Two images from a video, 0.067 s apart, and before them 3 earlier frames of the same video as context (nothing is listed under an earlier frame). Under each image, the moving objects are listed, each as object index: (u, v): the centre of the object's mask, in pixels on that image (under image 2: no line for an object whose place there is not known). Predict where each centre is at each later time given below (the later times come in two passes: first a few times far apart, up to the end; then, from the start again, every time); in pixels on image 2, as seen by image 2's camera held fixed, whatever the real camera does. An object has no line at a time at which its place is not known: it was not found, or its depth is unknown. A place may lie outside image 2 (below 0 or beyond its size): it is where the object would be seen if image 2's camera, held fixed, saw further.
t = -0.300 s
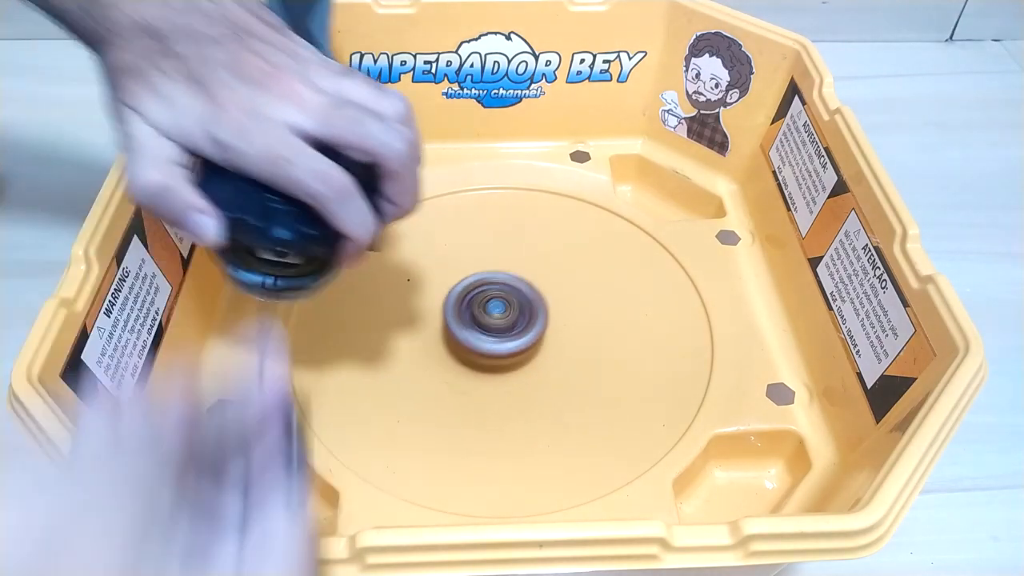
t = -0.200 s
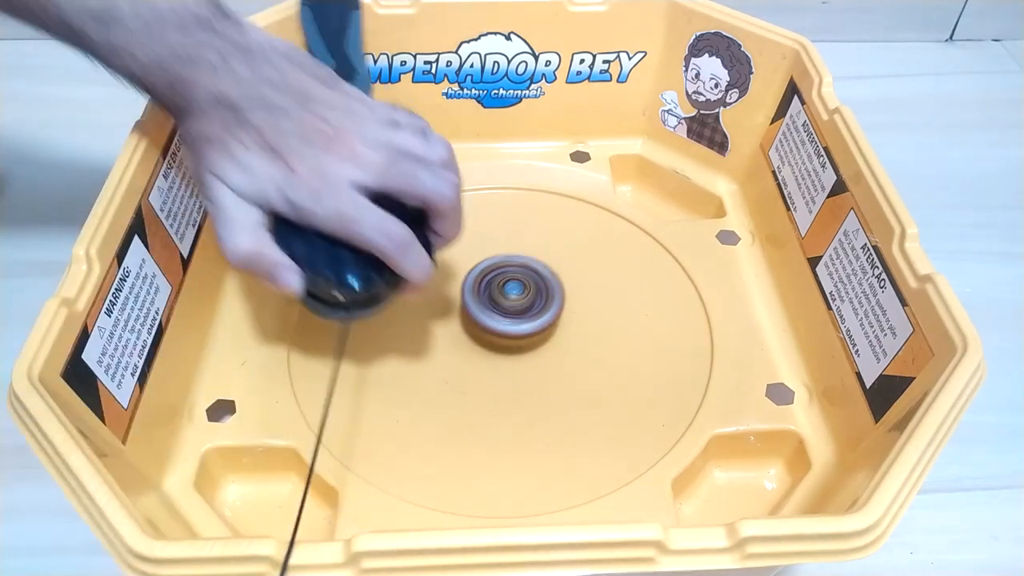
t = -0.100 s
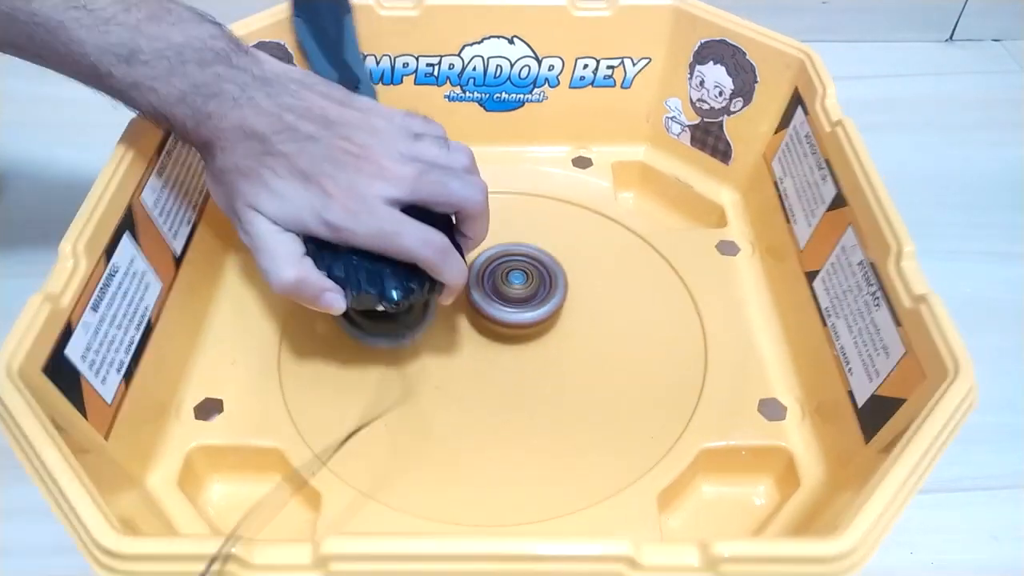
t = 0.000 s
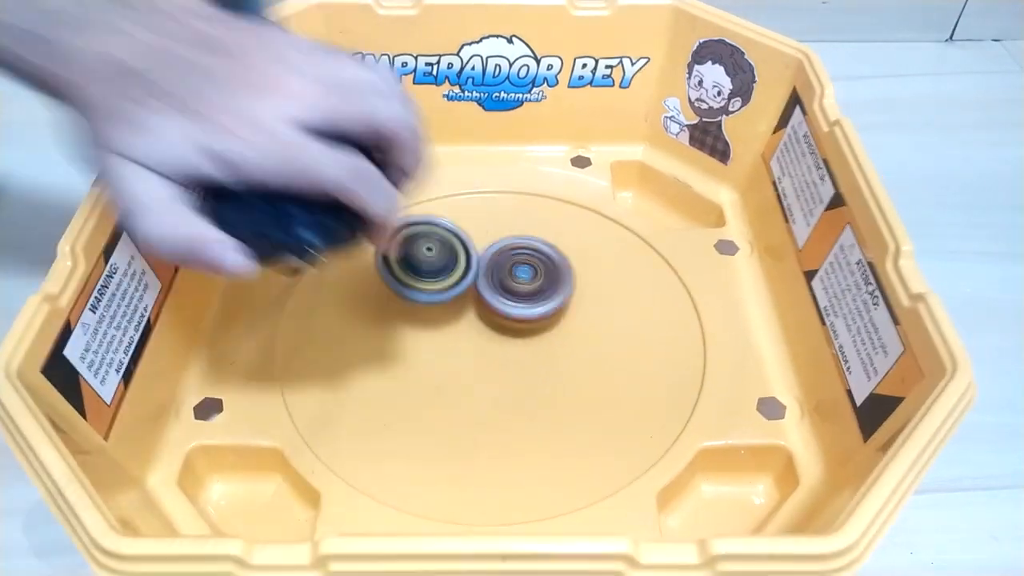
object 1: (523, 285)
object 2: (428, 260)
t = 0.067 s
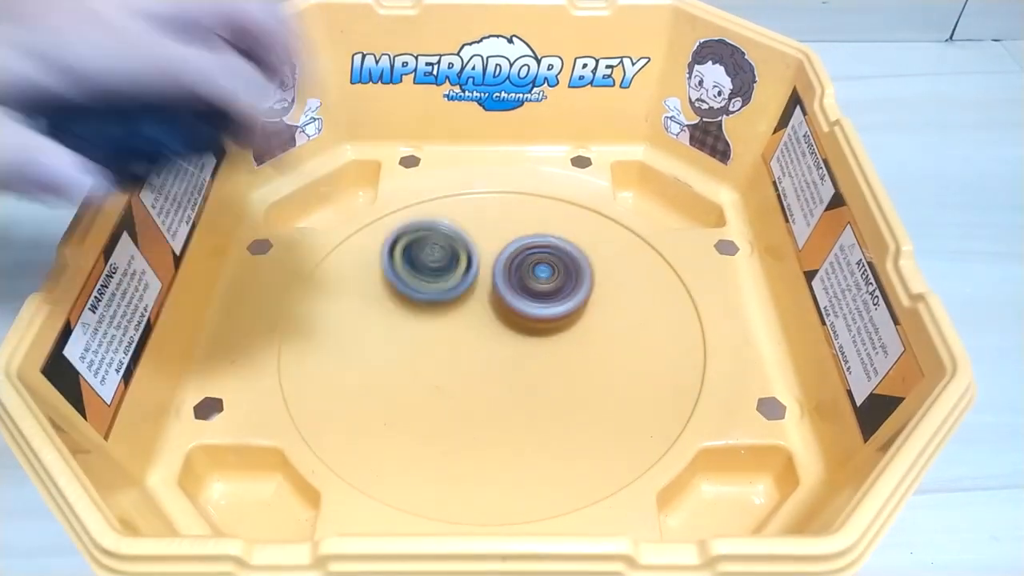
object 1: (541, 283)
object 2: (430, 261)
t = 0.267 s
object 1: (560, 276)
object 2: (462, 203)
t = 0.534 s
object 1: (551, 280)
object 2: (459, 201)
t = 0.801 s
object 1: (535, 310)
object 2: (487, 234)
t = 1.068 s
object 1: (561, 380)
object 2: (521, 214)
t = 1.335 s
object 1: (571, 410)
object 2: (547, 264)
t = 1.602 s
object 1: (536, 409)
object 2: (633, 270)
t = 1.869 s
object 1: (480, 393)
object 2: (558, 284)
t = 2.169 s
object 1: (369, 397)
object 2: (621, 357)
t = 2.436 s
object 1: (345, 381)
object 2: (596, 306)
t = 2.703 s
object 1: (350, 338)
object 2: (472, 388)
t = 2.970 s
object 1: (376, 296)
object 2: (578, 449)
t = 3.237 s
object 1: (427, 262)
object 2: (549, 324)
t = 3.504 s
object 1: (458, 223)
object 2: (392, 345)
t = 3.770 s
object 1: (491, 226)
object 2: (413, 449)
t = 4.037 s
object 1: (537, 255)
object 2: (540, 346)
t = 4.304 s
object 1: (555, 245)
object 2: (457, 293)
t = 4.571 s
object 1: (546, 290)
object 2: (354, 324)
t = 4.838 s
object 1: (574, 327)
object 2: (393, 391)
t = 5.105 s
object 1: (580, 329)
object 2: (367, 433)
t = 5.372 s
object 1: (560, 301)
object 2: (402, 410)
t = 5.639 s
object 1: (498, 242)
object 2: (383, 390)
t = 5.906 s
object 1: (446, 239)
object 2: (390, 310)
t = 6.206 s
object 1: (477, 215)
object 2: (353, 349)
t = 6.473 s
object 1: (490, 218)
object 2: (461, 316)
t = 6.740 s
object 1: (516, 206)
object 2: (501, 333)
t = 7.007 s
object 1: (514, 232)
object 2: (555, 327)
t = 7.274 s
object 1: (490, 283)
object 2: (557, 355)
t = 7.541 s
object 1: (453, 361)
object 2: (574, 376)
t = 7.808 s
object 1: (406, 389)
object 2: (577, 349)
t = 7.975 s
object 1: (405, 387)
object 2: (566, 309)
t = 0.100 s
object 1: (547, 281)
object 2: (437, 238)
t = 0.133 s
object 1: (552, 281)
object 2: (445, 229)
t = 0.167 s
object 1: (556, 280)
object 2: (453, 226)
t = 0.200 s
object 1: (559, 279)
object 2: (456, 213)
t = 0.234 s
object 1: (560, 277)
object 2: (460, 212)
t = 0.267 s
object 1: (560, 276)
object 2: (462, 203)
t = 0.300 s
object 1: (560, 275)
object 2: (464, 203)
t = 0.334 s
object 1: (559, 274)
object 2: (464, 196)
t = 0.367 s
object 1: (558, 275)
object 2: (464, 198)
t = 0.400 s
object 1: (556, 275)
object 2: (464, 195)
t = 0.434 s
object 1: (555, 276)
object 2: (463, 197)
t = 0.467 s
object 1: (553, 277)
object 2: (461, 198)
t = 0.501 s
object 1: (553, 279)
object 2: (460, 199)
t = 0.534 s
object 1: (551, 280)
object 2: (459, 201)
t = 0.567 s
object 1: (549, 283)
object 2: (457, 203)
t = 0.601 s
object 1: (546, 286)
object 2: (456, 205)
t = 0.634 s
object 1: (544, 289)
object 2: (457, 208)
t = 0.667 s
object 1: (542, 293)
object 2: (459, 211)
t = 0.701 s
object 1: (540, 297)
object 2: (463, 216)
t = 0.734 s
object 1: (539, 301)
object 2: (469, 221)
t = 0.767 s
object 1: (537, 306)
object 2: (477, 228)
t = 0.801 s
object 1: (535, 310)
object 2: (487, 234)
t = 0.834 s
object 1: (538, 324)
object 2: (495, 231)
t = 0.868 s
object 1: (540, 338)
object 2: (503, 226)
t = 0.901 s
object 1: (542, 348)
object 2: (510, 223)
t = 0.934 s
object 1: (546, 355)
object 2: (514, 219)
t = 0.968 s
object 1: (549, 363)
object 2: (518, 216)
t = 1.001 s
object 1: (553, 370)
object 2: (520, 214)
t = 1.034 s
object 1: (556, 374)
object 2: (521, 213)
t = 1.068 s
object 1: (561, 380)
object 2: (521, 214)
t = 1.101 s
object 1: (565, 386)
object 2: (521, 216)
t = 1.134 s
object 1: (568, 390)
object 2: (521, 219)
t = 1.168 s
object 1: (571, 395)
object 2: (520, 223)
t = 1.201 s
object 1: (572, 399)
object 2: (522, 230)
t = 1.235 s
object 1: (573, 402)
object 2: (524, 238)
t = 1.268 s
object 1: (573, 406)
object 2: (530, 246)
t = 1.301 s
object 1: (572, 408)
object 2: (538, 256)
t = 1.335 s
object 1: (571, 410)
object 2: (547, 264)
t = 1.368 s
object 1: (568, 410)
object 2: (559, 271)
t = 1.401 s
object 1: (565, 411)
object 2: (571, 277)
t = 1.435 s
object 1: (562, 412)
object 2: (584, 281)
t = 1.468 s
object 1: (558, 412)
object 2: (596, 283)
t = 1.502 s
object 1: (553, 411)
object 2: (609, 282)
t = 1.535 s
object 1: (548, 411)
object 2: (618, 281)
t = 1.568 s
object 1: (543, 410)
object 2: (627, 277)
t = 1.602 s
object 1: (536, 409)
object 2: (633, 270)
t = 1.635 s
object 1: (530, 408)
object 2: (635, 264)
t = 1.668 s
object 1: (523, 407)
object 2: (632, 257)
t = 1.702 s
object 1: (516, 405)
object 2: (624, 252)
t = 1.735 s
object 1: (509, 404)
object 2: (614, 251)
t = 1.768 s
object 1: (501, 401)
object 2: (600, 254)
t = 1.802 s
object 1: (494, 398)
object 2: (585, 261)
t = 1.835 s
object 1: (487, 396)
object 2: (571, 271)
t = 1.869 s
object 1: (480, 393)
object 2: (558, 284)
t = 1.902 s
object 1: (473, 389)
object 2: (546, 301)
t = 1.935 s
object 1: (465, 387)
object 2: (539, 316)
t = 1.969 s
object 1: (438, 394)
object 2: (548, 322)
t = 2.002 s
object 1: (416, 397)
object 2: (559, 330)
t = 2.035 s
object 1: (404, 397)
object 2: (569, 339)
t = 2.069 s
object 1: (393, 397)
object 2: (580, 348)
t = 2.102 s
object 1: (384, 397)
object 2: (594, 354)
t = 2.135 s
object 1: (376, 397)
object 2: (607, 357)
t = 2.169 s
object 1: (369, 397)
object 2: (621, 357)
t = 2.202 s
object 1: (363, 395)
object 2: (635, 354)
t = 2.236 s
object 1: (358, 395)
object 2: (646, 348)
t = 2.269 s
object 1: (354, 393)
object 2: (652, 339)
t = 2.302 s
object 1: (350, 391)
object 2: (652, 328)
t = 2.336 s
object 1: (348, 389)
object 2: (647, 319)
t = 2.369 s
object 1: (346, 386)
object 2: (635, 312)
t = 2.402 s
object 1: (345, 383)
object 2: (617, 307)
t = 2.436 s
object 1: (345, 381)
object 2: (596, 306)
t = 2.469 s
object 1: (346, 377)
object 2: (573, 308)
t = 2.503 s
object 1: (347, 373)
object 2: (550, 313)
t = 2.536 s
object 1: (349, 369)
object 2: (527, 320)
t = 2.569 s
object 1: (352, 364)
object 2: (506, 330)
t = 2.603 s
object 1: (354, 359)
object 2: (486, 343)
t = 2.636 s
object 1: (357, 354)
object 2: (472, 357)
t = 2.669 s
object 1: (350, 345)
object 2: (471, 372)
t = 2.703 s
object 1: (350, 338)
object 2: (472, 388)
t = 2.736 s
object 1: (351, 334)
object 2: (474, 404)
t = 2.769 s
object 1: (353, 328)
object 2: (479, 420)
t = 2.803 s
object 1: (355, 322)
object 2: (489, 434)
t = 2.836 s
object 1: (358, 317)
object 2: (502, 444)
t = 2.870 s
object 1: (362, 311)
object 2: (518, 453)
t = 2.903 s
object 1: (366, 306)
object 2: (538, 457)
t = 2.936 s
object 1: (371, 301)
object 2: (558, 456)
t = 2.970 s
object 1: (376, 296)
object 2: (578, 449)
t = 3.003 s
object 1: (381, 291)
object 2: (597, 435)
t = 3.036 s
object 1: (387, 286)
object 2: (608, 421)
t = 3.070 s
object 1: (393, 281)
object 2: (614, 403)
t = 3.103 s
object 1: (400, 277)
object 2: (611, 383)
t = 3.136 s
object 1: (406, 273)
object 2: (603, 366)
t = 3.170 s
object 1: (413, 269)
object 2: (588, 350)
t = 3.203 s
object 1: (420, 265)
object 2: (569, 335)
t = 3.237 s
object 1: (427, 262)
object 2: (549, 324)
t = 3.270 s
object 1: (435, 259)
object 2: (525, 315)
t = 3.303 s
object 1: (438, 246)
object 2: (506, 314)
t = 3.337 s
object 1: (437, 240)
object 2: (492, 317)
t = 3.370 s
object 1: (442, 228)
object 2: (474, 320)
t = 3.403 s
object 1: (447, 224)
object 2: (452, 324)
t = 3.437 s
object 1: (450, 222)
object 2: (431, 329)
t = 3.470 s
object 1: (454, 225)
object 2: (411, 336)
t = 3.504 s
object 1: (458, 223)
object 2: (392, 345)
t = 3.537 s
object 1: (461, 222)
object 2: (377, 356)
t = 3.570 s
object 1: (465, 221)
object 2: (365, 368)
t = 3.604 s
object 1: (470, 221)
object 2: (358, 382)
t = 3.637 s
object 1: (473, 221)
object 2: (356, 395)
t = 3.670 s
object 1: (477, 222)
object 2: (361, 411)
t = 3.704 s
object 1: (482, 223)
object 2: (372, 426)
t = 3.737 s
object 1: (486, 224)
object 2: (390, 440)
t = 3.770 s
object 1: (491, 226)
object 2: (413, 449)
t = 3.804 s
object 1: (496, 229)
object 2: (441, 453)
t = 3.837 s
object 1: (501, 233)
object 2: (474, 446)
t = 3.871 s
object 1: (506, 236)
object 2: (490, 439)
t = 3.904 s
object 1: (511, 241)
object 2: (511, 423)
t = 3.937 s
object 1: (518, 247)
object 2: (530, 399)
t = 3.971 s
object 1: (523, 252)
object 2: (536, 387)
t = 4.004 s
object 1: (529, 257)
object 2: (541, 364)
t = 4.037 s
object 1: (537, 255)
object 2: (540, 346)
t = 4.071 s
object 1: (543, 246)
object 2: (535, 345)
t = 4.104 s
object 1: (550, 233)
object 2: (528, 343)
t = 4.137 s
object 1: (554, 233)
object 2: (518, 335)
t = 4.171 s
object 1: (556, 234)
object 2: (511, 327)
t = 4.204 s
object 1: (557, 236)
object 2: (500, 317)
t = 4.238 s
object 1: (557, 238)
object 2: (483, 306)
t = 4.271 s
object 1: (556, 241)
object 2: (473, 300)
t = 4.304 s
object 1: (555, 245)
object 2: (457, 293)
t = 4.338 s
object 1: (554, 250)
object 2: (438, 290)
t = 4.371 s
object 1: (553, 254)
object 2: (427, 289)
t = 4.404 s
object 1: (552, 260)
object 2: (411, 290)
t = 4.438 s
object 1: (551, 265)
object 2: (391, 293)
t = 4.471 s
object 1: (550, 271)
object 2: (382, 297)
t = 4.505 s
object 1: (549, 277)
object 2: (368, 304)
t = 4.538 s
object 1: (547, 284)
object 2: (358, 315)
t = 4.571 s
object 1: (546, 290)
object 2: (354, 324)
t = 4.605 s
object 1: (545, 297)
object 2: (353, 338)
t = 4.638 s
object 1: (543, 304)
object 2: (362, 353)
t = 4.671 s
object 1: (542, 311)
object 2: (369, 361)
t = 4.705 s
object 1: (540, 319)
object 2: (386, 371)
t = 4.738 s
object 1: (537, 327)
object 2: (414, 379)
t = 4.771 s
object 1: (536, 333)
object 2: (427, 380)
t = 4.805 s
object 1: (551, 331)
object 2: (430, 381)
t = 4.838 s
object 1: (574, 327)
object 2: (393, 391)
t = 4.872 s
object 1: (588, 326)
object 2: (379, 393)
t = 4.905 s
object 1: (598, 322)
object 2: (362, 399)
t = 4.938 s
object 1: (606, 324)
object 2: (351, 402)
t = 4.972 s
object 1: (605, 324)
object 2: (346, 407)
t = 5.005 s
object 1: (601, 327)
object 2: (346, 413)
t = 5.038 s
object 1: (593, 328)
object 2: (350, 420)
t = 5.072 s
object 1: (587, 329)
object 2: (356, 426)
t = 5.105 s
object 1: (580, 329)
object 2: (367, 433)
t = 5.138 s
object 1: (573, 330)
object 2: (383, 440)
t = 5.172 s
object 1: (566, 331)
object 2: (397, 442)
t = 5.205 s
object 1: (558, 332)
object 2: (415, 439)
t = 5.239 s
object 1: (549, 334)
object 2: (435, 429)
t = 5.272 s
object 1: (540, 336)
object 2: (444, 421)
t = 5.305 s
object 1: (531, 337)
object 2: (454, 407)
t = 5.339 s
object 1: (548, 314)
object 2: (424, 408)
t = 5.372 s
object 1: (560, 301)
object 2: (402, 410)
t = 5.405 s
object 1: (566, 283)
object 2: (384, 409)
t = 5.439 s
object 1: (560, 271)
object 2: (376, 407)
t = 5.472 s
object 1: (552, 265)
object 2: (374, 406)
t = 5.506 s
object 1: (540, 258)
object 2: (374, 405)
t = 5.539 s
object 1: (527, 252)
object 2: (375, 404)
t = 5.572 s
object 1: (519, 248)
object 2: (376, 402)
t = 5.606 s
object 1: (508, 244)
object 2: (380, 398)
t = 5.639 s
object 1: (498, 242)
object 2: (383, 390)
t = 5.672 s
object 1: (491, 241)
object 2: (387, 385)
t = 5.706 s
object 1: (483, 239)
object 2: (390, 373)
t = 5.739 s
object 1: (475, 238)
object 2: (394, 362)
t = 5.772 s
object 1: (469, 238)
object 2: (395, 352)
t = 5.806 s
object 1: (462, 238)
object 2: (396, 340)
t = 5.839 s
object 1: (456, 239)
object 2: (395, 327)
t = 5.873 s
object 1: (451, 240)
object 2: (394, 320)
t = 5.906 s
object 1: (446, 239)
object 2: (390, 310)
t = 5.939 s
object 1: (459, 223)
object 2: (363, 311)
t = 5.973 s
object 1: (467, 219)
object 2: (349, 314)
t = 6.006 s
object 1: (477, 213)
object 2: (336, 319)
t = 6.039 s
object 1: (481, 212)
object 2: (327, 323)
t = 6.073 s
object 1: (481, 212)
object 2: (326, 329)
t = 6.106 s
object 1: (479, 213)
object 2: (326, 335)
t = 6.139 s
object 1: (478, 214)
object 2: (334, 342)
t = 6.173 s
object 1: (477, 214)
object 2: (340, 346)
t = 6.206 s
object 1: (477, 215)
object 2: (353, 349)
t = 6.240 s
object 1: (477, 216)
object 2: (375, 350)
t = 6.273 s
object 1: (477, 216)
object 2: (385, 348)
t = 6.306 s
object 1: (478, 219)
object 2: (406, 342)
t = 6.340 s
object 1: (478, 222)
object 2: (423, 335)
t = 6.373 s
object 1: (479, 225)
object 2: (434, 330)
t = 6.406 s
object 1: (480, 229)
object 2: (448, 321)
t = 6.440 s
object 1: (482, 229)
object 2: (458, 313)
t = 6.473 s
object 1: (490, 218)
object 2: (461, 316)
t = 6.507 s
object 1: (495, 215)
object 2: (462, 319)
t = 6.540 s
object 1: (499, 216)
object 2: (468, 320)
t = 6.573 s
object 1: (500, 219)
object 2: (476, 317)
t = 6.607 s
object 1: (500, 225)
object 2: (482, 314)
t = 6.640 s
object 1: (503, 224)
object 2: (489, 311)
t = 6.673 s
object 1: (509, 214)
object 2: (492, 319)
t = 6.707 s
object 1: (513, 207)
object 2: (494, 326)
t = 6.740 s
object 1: (516, 206)
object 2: (501, 333)
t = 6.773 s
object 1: (516, 207)
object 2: (511, 337)
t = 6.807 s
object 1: (516, 208)
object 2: (518, 340)
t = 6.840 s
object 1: (516, 209)
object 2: (528, 341)
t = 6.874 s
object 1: (516, 212)
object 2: (537, 340)
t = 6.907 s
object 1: (516, 215)
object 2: (543, 338)
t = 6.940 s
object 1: (516, 223)
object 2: (550, 334)
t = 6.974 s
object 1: (515, 228)
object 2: (554, 330)
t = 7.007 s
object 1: (514, 232)
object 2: (555, 327)
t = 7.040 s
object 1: (513, 237)
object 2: (556, 322)
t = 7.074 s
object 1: (511, 243)
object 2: (554, 321)
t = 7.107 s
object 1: (508, 247)
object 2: (553, 322)
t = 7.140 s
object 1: (505, 252)
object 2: (552, 330)
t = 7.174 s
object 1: (503, 259)
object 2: (551, 336)
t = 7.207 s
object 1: (500, 265)
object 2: (552, 340)
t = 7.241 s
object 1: (496, 273)
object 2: (553, 346)
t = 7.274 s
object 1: (490, 283)
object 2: (557, 355)
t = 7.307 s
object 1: (486, 291)
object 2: (559, 361)
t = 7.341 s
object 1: (480, 301)
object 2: (565, 367)
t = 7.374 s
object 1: (473, 312)
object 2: (571, 373)
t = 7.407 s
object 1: (469, 320)
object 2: (573, 375)
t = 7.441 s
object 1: (464, 332)
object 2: (576, 377)
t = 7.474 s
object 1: (459, 343)
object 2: (577, 377)
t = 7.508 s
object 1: (456, 351)
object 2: (576, 377)
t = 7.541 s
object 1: (453, 361)
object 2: (574, 376)
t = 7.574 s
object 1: (449, 369)
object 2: (573, 373)
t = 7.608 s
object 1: (447, 375)
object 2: (570, 372)
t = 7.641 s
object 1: (444, 380)
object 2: (564, 370)
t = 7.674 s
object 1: (441, 385)
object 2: (557, 367)
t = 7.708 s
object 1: (439, 387)
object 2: (555, 364)
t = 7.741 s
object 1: (423, 387)
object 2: (564, 359)
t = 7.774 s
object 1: (410, 390)
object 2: (572, 355)
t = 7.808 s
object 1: (406, 389)
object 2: (577, 349)
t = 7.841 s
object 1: (403, 389)
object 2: (580, 340)
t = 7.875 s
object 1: (402, 389)
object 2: (581, 331)
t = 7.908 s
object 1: (402, 389)
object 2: (580, 325)
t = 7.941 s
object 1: (404, 389)
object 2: (575, 317)
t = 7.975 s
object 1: (405, 387)
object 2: (566, 309)
